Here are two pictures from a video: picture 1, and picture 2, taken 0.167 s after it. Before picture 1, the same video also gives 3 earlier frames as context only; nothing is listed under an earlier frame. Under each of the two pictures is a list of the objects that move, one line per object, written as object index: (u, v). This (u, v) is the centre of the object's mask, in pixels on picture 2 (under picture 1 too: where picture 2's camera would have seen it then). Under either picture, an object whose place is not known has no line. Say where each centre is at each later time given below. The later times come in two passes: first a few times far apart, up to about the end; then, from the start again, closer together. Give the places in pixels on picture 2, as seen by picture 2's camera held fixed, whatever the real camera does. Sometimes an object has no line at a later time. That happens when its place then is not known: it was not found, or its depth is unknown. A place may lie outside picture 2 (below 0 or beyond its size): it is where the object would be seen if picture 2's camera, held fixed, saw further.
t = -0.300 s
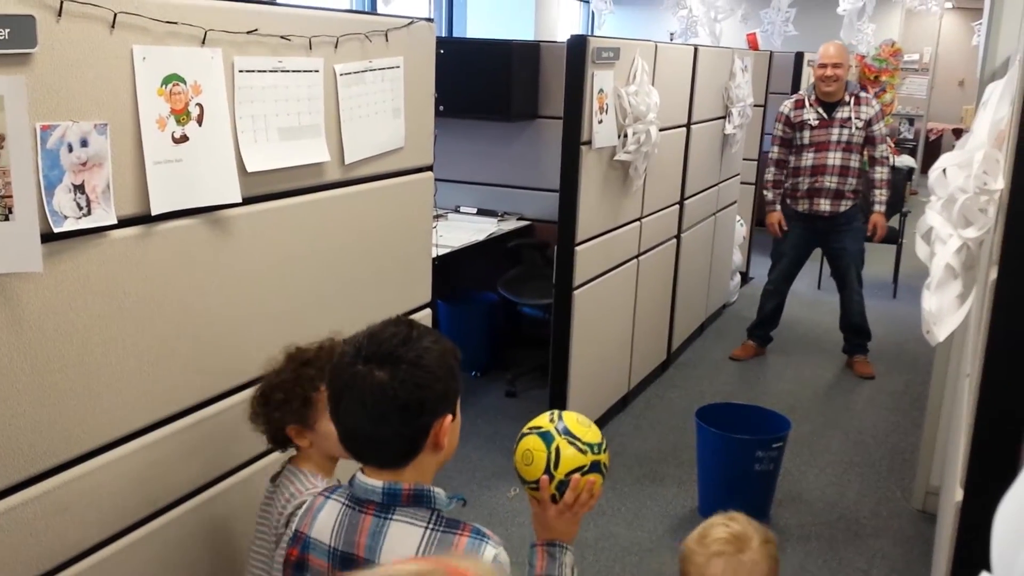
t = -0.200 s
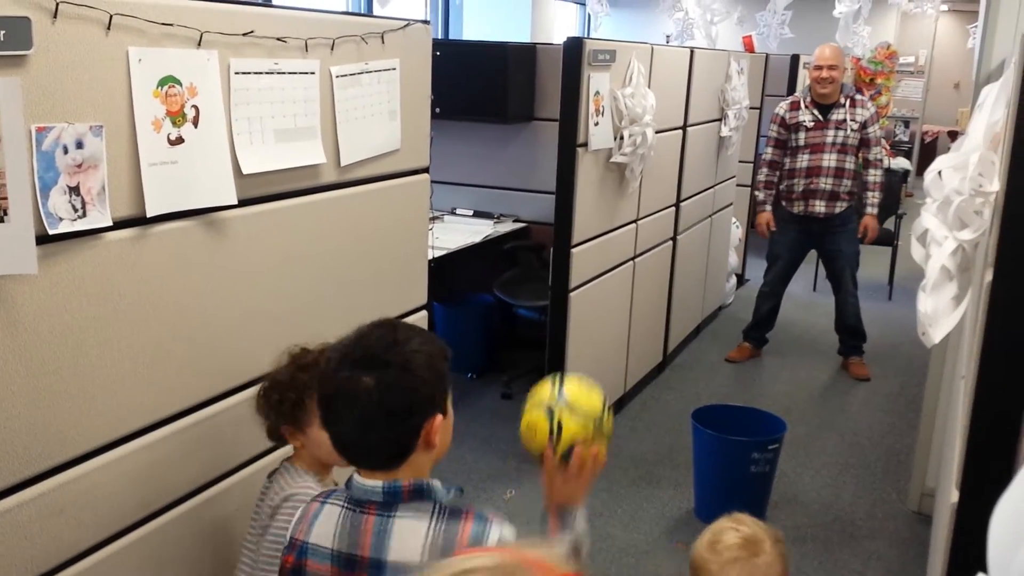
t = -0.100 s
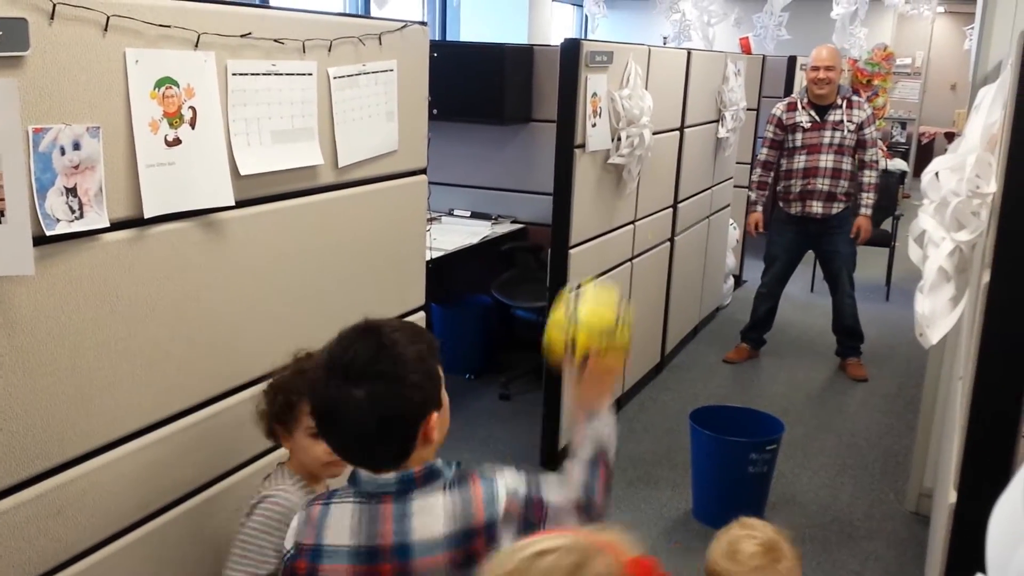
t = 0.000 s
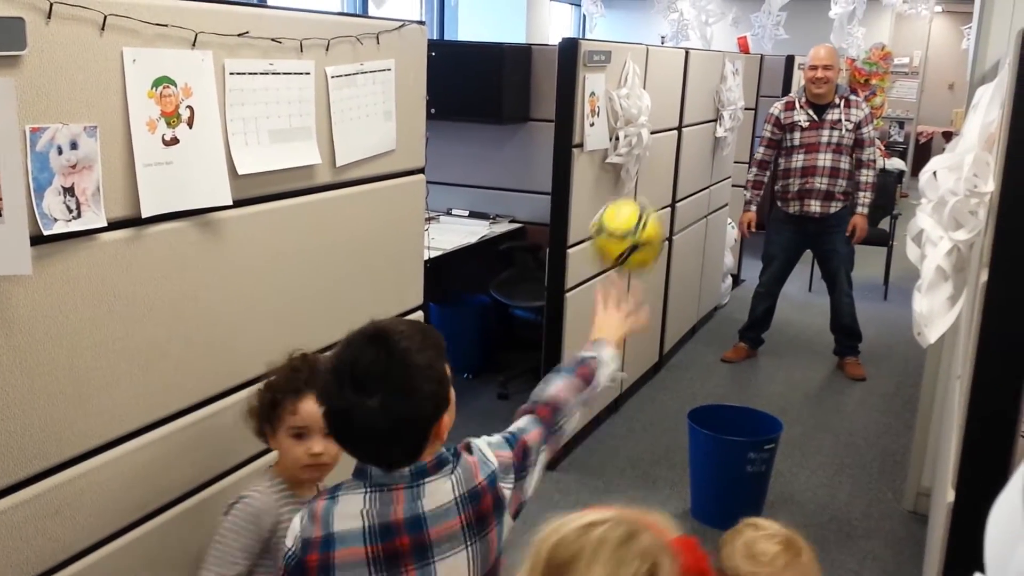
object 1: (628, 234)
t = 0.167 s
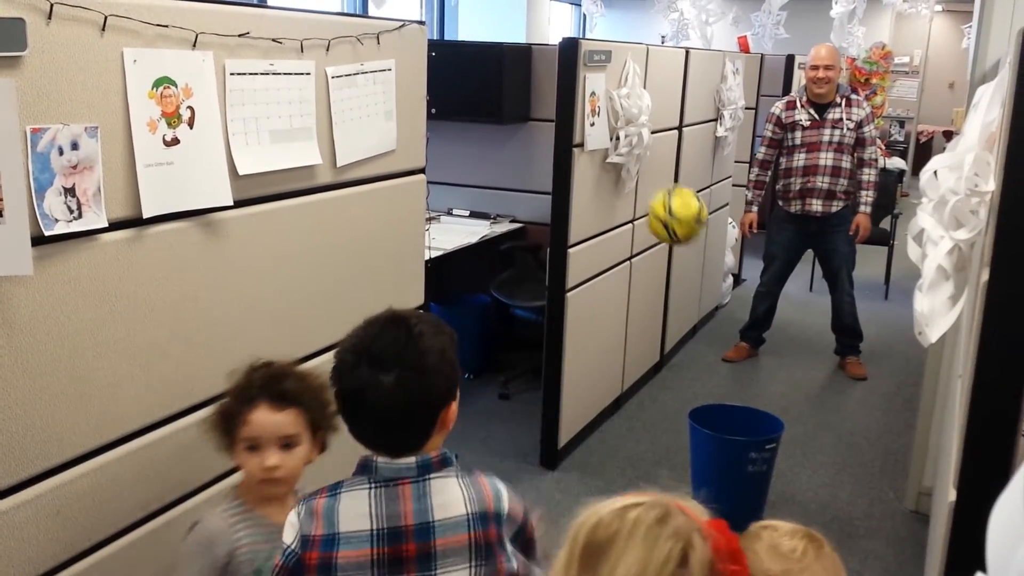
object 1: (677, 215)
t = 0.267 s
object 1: (693, 250)
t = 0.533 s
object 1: (716, 426)
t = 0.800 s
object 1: (726, 424)
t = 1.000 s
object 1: (715, 426)
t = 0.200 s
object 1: (683, 224)
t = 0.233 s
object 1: (689, 235)
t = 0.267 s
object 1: (693, 250)
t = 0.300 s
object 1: (699, 267)
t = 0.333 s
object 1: (703, 288)
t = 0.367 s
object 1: (707, 311)
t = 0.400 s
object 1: (710, 333)
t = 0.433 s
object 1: (710, 358)
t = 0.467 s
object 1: (711, 383)
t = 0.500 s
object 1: (713, 409)
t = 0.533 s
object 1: (716, 426)
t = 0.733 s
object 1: (738, 433)
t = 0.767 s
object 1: (733, 428)
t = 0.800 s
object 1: (726, 424)
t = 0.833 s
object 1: (722, 422)
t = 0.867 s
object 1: (718, 420)
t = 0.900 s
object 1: (713, 419)
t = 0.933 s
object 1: (712, 419)
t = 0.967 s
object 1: (713, 422)
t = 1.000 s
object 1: (715, 426)
